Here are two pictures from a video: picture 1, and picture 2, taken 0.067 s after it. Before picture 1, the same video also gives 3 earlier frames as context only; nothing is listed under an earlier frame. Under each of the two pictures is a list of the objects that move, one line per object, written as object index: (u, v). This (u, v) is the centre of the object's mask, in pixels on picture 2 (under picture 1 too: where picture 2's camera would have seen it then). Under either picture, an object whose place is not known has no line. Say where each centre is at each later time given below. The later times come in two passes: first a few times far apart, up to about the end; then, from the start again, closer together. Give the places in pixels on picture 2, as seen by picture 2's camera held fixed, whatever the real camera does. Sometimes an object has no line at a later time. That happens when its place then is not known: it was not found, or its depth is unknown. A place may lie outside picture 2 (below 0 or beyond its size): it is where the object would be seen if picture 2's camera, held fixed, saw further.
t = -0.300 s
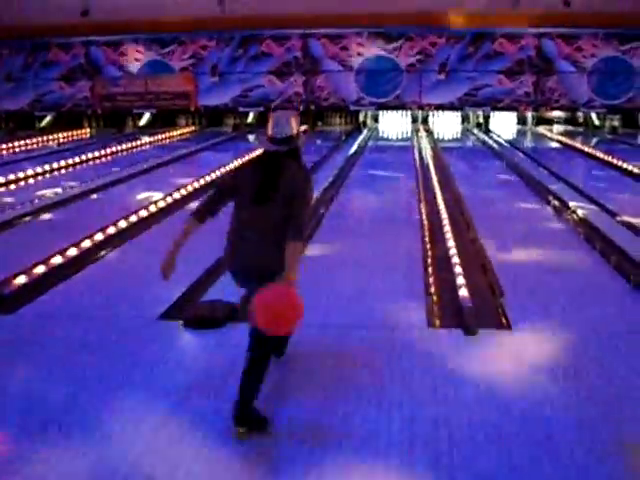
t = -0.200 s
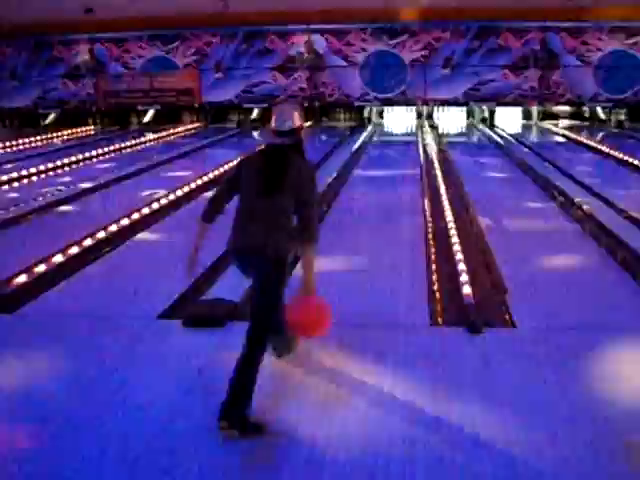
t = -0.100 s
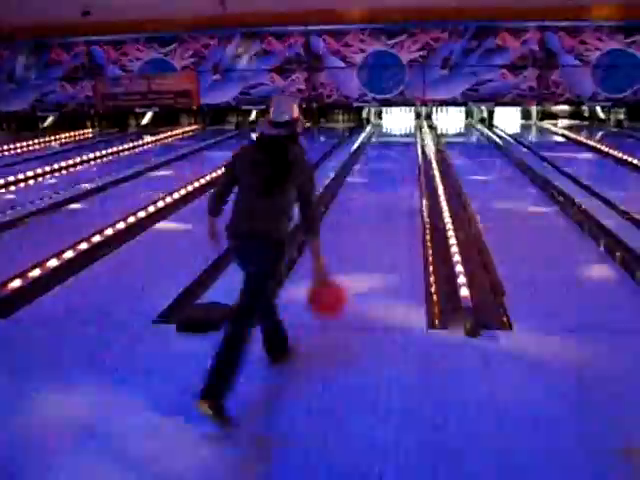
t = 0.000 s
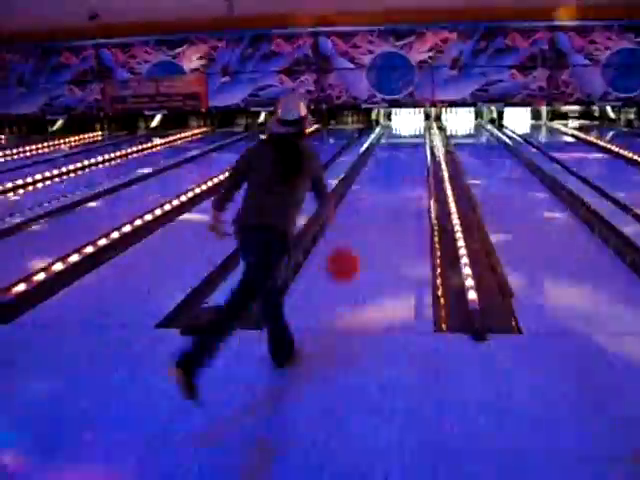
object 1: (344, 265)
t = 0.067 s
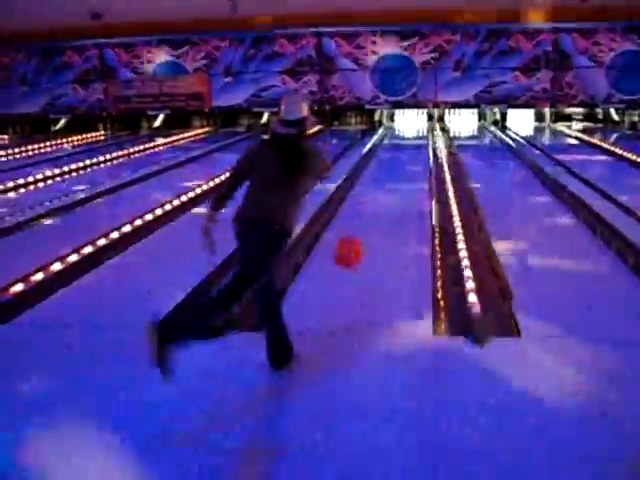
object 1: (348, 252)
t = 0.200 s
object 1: (354, 249)
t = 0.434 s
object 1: (359, 225)
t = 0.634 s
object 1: (364, 203)
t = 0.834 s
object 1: (371, 185)
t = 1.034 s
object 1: (377, 173)
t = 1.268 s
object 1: (382, 162)
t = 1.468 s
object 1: (387, 154)
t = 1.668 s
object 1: (389, 148)
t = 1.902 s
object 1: (391, 143)
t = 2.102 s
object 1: (393, 139)
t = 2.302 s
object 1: (394, 137)
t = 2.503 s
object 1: (396, 132)
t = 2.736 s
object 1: (397, 129)
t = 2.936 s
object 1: (396, 127)
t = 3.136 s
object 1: (398, 126)
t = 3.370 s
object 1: (396, 123)
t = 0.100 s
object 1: (351, 248)
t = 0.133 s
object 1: (353, 247)
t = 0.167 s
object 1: (353, 247)
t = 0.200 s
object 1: (354, 249)
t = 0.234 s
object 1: (356, 252)
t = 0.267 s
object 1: (356, 246)
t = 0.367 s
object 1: (354, 232)
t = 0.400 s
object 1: (357, 229)
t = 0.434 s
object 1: (359, 225)
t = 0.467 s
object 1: (360, 221)
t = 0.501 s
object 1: (361, 217)
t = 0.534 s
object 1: (360, 215)
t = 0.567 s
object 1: (362, 210)
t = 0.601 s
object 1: (363, 208)
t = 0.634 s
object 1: (364, 203)
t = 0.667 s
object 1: (366, 198)
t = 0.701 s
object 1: (368, 197)
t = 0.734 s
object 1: (369, 194)
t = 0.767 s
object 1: (370, 190)
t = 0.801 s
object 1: (370, 188)
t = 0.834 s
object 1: (371, 185)
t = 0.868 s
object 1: (373, 182)
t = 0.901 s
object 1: (373, 181)
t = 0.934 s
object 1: (374, 179)
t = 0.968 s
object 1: (376, 177)
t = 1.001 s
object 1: (377, 175)
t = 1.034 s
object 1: (377, 173)
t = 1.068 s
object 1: (378, 172)
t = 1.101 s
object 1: (378, 171)
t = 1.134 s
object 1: (379, 168)
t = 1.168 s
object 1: (380, 166)
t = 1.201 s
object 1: (381, 165)
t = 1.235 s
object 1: (382, 164)
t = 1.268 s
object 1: (382, 162)
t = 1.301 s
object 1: (382, 160)
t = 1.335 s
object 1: (383, 159)
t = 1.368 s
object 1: (384, 158)
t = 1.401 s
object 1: (384, 156)
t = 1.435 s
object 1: (386, 154)
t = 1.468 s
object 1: (387, 154)
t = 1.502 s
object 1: (386, 152)
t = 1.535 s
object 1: (387, 150)
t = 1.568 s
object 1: (387, 150)
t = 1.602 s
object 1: (388, 149)
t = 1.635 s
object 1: (388, 149)
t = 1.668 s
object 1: (389, 148)
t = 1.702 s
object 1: (389, 147)
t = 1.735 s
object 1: (389, 146)
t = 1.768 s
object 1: (390, 146)
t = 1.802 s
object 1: (390, 145)
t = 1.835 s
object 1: (390, 145)
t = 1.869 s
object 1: (391, 144)
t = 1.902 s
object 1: (391, 143)
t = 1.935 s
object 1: (393, 141)
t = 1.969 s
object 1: (392, 141)
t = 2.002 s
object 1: (393, 140)
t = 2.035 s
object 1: (393, 139)
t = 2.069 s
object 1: (393, 140)
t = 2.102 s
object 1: (393, 139)
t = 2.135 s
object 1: (393, 139)
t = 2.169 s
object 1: (393, 139)
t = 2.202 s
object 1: (394, 139)
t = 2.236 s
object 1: (394, 139)
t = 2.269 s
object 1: (394, 138)
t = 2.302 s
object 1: (394, 137)
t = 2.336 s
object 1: (394, 137)
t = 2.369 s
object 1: (394, 136)
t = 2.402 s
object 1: (395, 136)
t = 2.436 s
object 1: (395, 134)
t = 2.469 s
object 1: (396, 133)
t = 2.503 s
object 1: (396, 132)
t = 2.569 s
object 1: (397, 131)
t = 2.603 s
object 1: (396, 131)
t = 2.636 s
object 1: (397, 130)
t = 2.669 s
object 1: (396, 131)
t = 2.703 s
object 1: (396, 130)
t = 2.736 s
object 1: (397, 129)
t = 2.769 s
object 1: (397, 129)
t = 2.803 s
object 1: (396, 130)
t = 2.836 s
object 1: (396, 128)
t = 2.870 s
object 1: (396, 128)
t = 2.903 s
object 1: (396, 128)
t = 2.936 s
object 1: (396, 127)
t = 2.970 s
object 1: (395, 127)
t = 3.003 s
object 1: (396, 127)
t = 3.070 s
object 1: (398, 127)
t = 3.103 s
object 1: (398, 127)
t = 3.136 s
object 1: (398, 126)
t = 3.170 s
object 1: (398, 125)
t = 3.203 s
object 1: (398, 124)
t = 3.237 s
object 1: (397, 122)
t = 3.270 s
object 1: (396, 123)
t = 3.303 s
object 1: (396, 124)
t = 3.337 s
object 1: (395, 123)
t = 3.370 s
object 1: (396, 123)
